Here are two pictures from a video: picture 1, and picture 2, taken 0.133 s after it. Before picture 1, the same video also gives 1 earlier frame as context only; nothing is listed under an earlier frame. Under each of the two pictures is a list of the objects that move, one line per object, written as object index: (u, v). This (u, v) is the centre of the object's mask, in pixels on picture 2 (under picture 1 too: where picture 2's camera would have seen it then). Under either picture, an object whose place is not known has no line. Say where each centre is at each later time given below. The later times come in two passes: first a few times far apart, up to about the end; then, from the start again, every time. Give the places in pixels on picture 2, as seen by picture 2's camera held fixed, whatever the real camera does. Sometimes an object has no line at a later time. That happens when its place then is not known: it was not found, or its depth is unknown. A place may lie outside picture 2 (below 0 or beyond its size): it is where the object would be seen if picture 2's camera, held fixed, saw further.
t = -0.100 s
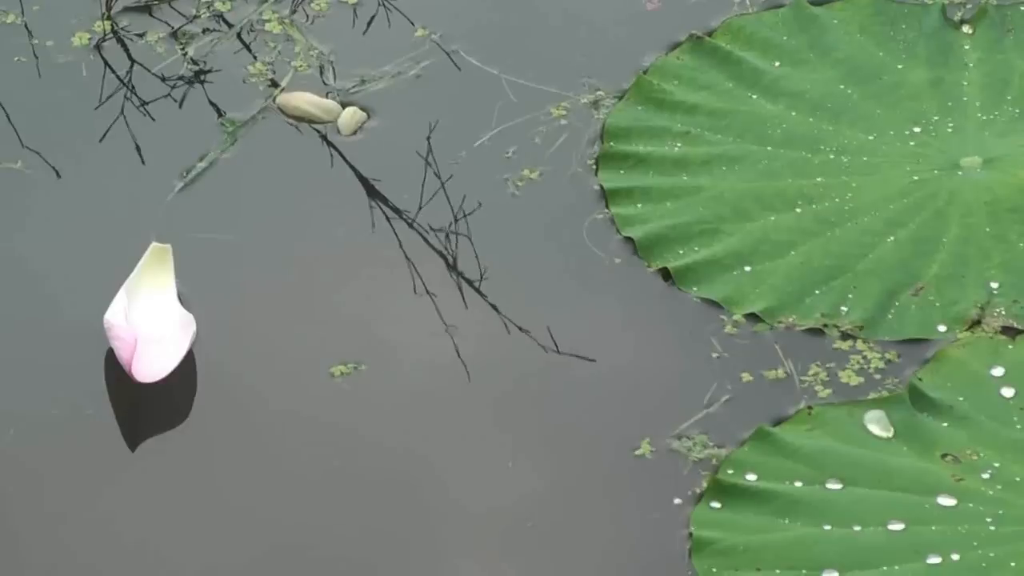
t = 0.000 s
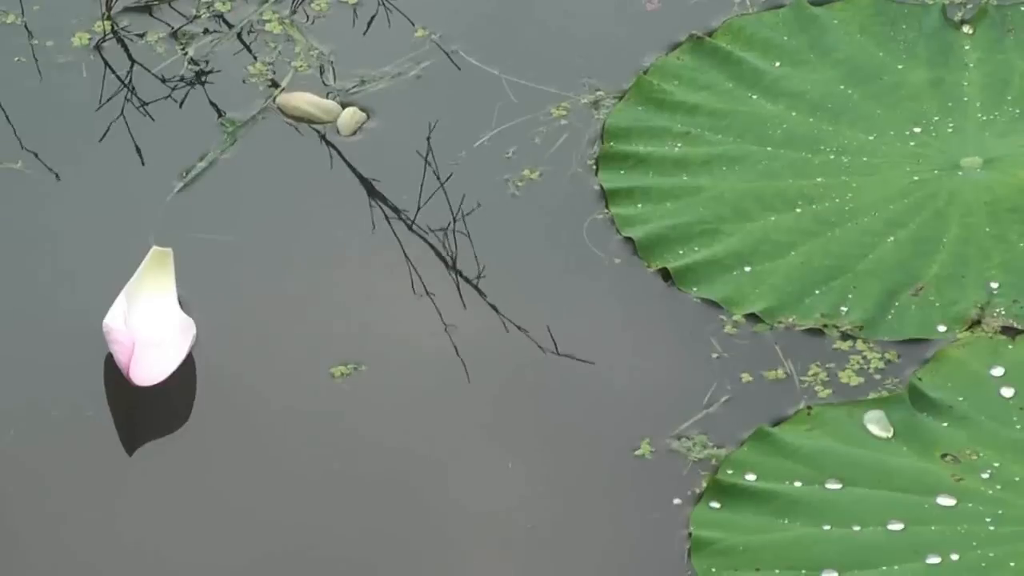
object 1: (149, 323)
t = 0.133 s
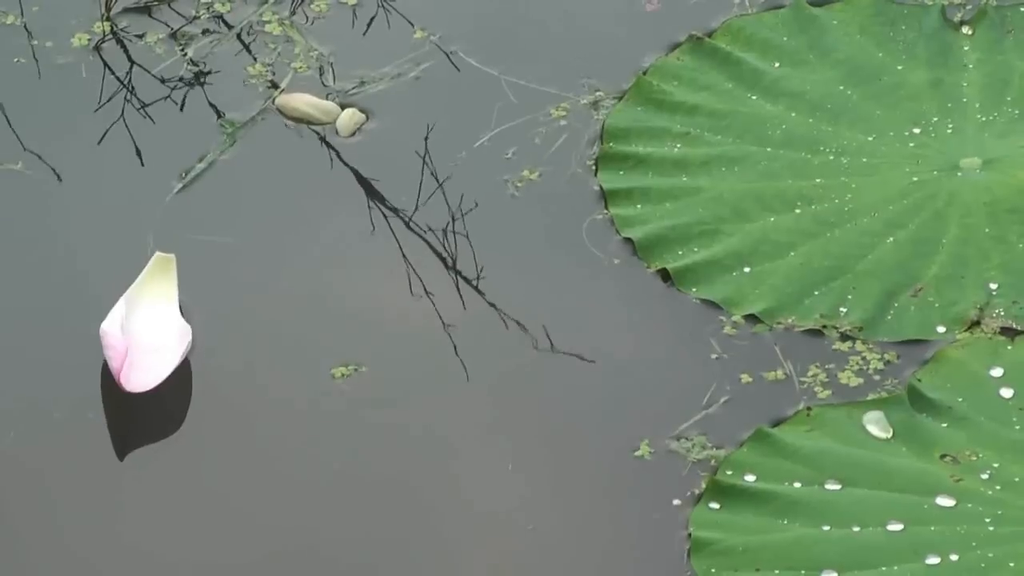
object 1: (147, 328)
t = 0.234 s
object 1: (146, 332)
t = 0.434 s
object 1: (151, 339)
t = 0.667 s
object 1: (161, 348)
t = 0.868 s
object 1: (172, 356)
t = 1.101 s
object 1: (193, 365)
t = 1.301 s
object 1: (209, 373)
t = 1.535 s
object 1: (223, 384)
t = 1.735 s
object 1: (232, 393)
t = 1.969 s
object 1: (241, 403)
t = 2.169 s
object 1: (250, 410)
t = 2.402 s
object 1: (263, 418)
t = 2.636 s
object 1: (277, 427)
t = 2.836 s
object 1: (286, 436)
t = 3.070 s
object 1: (295, 446)
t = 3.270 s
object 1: (303, 456)
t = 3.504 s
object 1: (312, 468)
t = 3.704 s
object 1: (323, 477)
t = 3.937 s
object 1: (338, 487)
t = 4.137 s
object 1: (350, 495)
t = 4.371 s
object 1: (367, 504)
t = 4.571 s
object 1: (387, 512)
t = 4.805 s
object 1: (409, 519)
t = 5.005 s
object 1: (425, 526)
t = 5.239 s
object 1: (439, 533)
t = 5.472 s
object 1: (446, 539)
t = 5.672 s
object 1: (448, 542)
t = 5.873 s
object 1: (456, 545)
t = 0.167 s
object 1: (147, 329)
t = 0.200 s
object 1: (146, 330)
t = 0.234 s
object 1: (146, 332)
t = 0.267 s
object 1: (147, 333)
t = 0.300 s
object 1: (147, 334)
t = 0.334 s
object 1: (148, 335)
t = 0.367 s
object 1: (149, 337)
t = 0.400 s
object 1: (150, 338)
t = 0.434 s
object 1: (151, 339)
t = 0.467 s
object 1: (152, 340)
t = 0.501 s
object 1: (153, 342)
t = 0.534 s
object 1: (155, 343)
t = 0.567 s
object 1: (156, 344)
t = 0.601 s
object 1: (158, 346)
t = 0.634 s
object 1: (159, 347)
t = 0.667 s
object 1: (161, 348)
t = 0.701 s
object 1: (162, 350)
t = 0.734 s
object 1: (164, 351)
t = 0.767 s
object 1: (165, 352)
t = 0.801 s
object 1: (167, 353)
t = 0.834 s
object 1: (169, 355)
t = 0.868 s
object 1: (172, 356)
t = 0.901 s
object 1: (175, 357)
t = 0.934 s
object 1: (178, 359)
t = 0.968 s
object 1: (180, 360)
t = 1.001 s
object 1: (184, 361)
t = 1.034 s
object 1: (187, 362)
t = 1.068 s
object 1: (190, 364)
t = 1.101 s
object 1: (193, 365)
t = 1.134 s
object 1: (196, 366)
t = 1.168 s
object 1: (199, 367)
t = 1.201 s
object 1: (202, 369)
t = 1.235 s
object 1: (204, 370)
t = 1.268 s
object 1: (207, 372)
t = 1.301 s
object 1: (209, 373)
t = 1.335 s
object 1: (211, 375)
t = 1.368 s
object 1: (213, 376)
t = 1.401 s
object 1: (215, 378)
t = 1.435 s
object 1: (217, 379)
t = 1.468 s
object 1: (219, 381)
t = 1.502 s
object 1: (221, 383)
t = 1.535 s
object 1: (223, 384)
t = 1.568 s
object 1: (224, 386)
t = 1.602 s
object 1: (226, 387)
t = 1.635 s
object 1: (228, 389)
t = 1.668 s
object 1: (229, 390)
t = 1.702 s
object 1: (231, 392)
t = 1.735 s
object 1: (232, 393)
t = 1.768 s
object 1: (233, 395)
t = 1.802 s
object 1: (235, 396)
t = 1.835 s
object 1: (236, 397)
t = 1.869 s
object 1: (237, 399)
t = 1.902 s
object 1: (239, 400)
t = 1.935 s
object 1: (240, 401)
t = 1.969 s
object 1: (241, 403)
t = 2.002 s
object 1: (243, 404)
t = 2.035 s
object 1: (244, 405)
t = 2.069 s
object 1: (245, 406)
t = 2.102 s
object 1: (247, 408)
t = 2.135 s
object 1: (248, 409)
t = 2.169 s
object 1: (250, 410)
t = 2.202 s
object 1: (251, 411)
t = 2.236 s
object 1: (253, 412)
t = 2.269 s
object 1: (255, 414)
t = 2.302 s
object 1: (257, 415)
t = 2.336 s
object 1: (259, 416)
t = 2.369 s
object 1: (261, 417)
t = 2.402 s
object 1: (263, 418)
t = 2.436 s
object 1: (264, 420)
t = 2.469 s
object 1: (266, 421)
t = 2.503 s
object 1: (268, 422)
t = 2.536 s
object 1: (270, 423)
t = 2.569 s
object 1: (272, 425)
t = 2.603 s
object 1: (274, 426)
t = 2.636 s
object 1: (277, 427)
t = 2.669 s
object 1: (279, 429)
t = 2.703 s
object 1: (280, 430)
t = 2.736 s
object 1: (282, 432)
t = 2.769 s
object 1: (284, 433)
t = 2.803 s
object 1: (285, 434)
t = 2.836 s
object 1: (286, 436)
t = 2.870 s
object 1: (288, 437)
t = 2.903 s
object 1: (289, 438)
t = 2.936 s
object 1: (290, 440)
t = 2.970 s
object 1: (292, 441)
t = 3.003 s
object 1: (293, 443)
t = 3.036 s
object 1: (294, 445)
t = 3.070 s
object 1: (295, 446)
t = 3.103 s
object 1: (296, 448)
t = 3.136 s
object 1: (298, 450)
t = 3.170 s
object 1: (299, 451)
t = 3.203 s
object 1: (300, 453)
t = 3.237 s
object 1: (302, 455)
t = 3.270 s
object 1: (303, 456)
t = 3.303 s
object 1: (304, 458)
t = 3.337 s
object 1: (305, 460)
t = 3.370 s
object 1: (306, 461)
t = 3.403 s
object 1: (307, 463)
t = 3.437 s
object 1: (308, 465)
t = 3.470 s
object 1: (310, 466)
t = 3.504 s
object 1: (312, 468)
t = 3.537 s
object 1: (313, 469)
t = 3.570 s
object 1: (315, 471)
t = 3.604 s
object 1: (317, 473)
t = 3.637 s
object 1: (319, 474)
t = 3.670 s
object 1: (321, 476)
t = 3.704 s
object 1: (323, 477)
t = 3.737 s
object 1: (325, 478)
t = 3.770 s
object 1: (327, 480)
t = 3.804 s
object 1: (329, 481)
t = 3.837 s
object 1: (331, 483)
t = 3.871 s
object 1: (334, 484)
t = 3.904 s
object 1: (336, 486)
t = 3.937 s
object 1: (338, 487)
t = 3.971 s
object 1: (340, 489)
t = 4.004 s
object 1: (342, 490)
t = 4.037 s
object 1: (344, 491)
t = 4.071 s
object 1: (346, 493)
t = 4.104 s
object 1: (348, 494)
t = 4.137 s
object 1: (350, 495)
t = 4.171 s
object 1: (352, 497)
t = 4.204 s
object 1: (354, 498)
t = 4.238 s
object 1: (357, 499)
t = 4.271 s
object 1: (359, 501)
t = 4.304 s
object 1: (362, 502)
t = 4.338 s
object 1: (364, 503)
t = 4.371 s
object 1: (367, 504)
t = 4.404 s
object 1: (371, 505)
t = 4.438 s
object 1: (374, 507)
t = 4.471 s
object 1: (377, 508)
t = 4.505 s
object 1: (381, 509)
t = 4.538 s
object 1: (384, 511)
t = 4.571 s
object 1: (387, 512)
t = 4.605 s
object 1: (390, 513)
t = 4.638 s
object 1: (393, 514)
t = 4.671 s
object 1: (397, 515)
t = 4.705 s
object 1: (400, 516)
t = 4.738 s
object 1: (403, 517)
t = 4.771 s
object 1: (406, 518)
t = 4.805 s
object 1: (409, 519)
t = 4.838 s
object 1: (412, 520)
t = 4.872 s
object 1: (415, 521)
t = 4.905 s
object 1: (418, 522)
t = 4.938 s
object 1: (420, 524)
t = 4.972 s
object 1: (423, 525)
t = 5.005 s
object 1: (425, 526)
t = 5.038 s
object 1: (427, 527)
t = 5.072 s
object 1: (429, 528)
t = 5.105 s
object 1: (431, 529)
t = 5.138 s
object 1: (433, 530)
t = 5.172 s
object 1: (435, 531)
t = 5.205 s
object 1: (437, 532)
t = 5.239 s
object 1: (439, 533)
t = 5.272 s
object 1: (440, 534)
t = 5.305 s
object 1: (442, 535)
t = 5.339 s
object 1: (443, 536)
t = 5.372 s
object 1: (444, 537)
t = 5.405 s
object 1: (445, 537)
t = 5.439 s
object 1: (445, 538)
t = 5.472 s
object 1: (446, 539)
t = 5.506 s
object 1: (446, 539)
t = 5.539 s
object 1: (446, 540)
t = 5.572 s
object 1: (447, 540)
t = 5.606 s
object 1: (447, 541)
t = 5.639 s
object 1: (448, 541)
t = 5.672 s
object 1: (448, 542)
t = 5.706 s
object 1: (449, 542)
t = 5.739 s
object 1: (450, 543)
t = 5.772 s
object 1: (451, 543)
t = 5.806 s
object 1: (453, 544)
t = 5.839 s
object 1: (454, 544)
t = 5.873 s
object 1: (456, 545)
